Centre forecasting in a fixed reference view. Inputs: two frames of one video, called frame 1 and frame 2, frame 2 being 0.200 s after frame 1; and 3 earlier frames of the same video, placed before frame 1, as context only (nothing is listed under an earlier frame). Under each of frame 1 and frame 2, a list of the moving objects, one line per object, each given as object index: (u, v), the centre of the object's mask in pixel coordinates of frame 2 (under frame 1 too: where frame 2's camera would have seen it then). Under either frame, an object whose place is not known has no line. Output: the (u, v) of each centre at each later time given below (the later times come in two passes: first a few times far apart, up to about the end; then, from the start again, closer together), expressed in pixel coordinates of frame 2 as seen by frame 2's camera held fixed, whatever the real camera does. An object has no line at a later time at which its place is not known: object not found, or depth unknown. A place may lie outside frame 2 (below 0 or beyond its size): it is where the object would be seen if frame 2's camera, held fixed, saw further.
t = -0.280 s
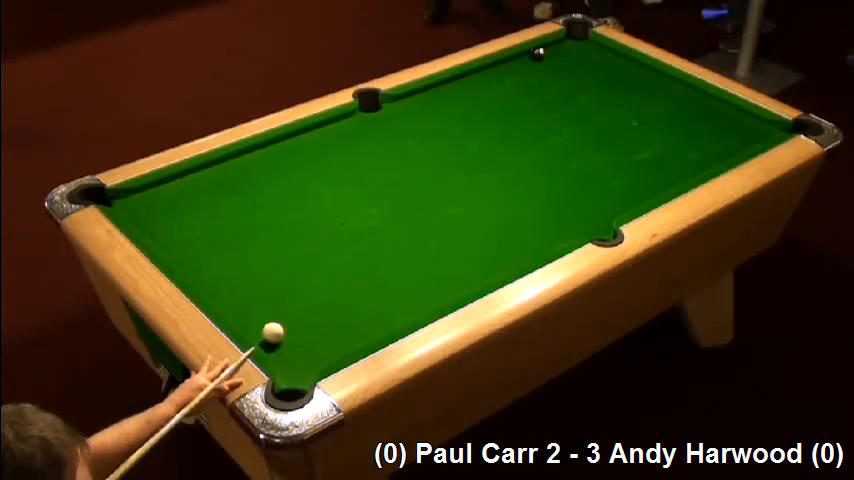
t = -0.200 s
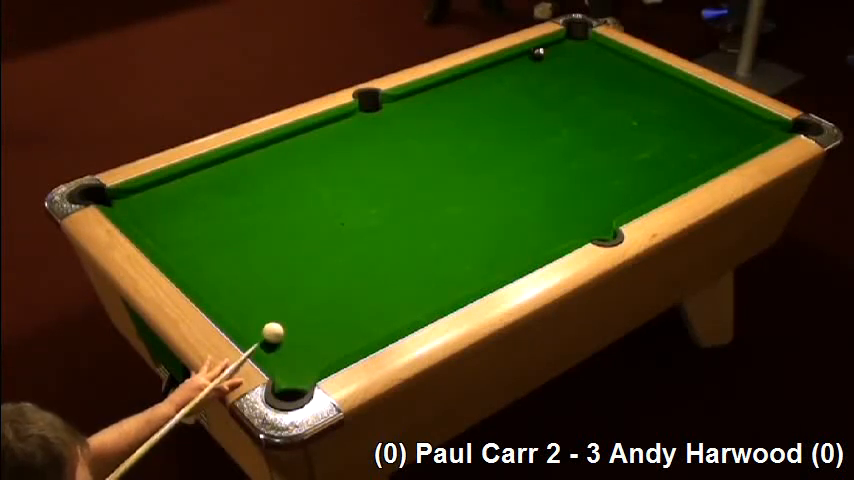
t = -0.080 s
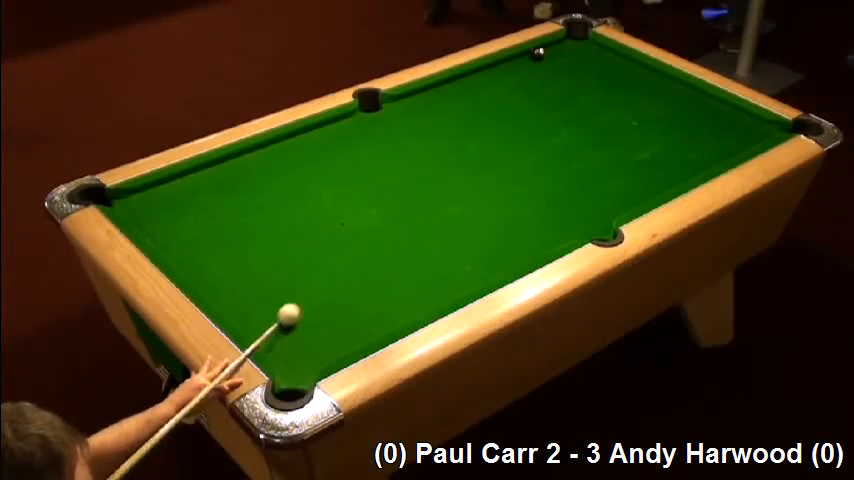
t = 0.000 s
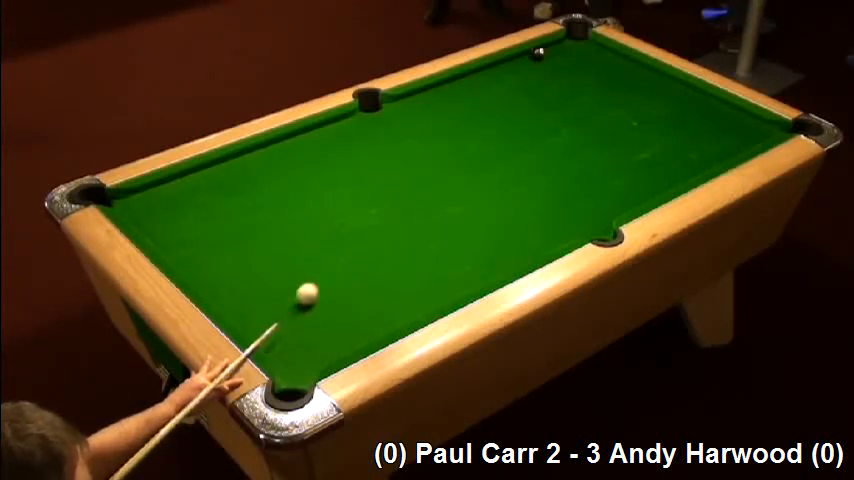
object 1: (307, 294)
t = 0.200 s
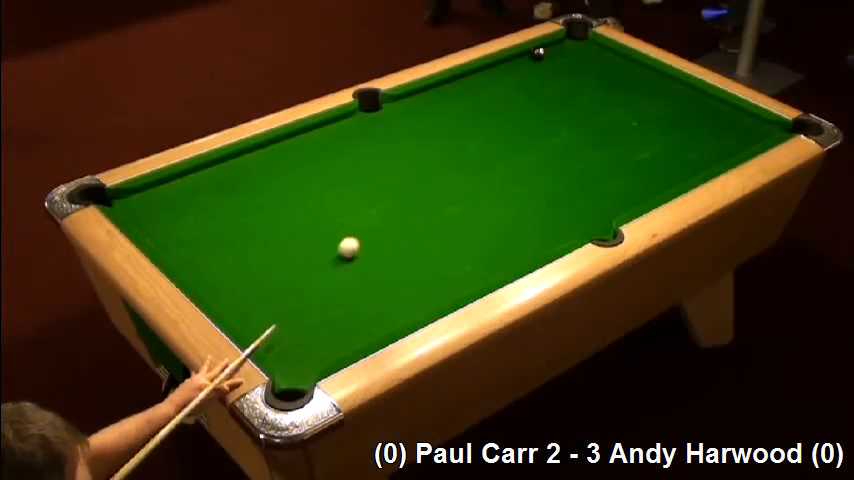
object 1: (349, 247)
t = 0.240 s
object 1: (356, 239)
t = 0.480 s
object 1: (397, 193)
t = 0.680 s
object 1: (426, 160)
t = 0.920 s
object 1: (456, 125)
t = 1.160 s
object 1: (482, 95)
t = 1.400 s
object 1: (505, 68)
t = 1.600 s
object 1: (529, 58)
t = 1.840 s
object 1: (550, 62)
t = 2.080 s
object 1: (568, 66)
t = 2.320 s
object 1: (585, 70)
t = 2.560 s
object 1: (601, 74)
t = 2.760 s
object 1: (613, 77)
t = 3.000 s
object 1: (626, 80)
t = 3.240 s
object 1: (638, 83)
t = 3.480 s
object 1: (647, 85)
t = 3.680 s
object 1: (654, 88)
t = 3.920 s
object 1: (662, 89)
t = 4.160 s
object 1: (667, 90)
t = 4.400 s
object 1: (671, 92)
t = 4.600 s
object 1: (674, 92)
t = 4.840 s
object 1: (675, 92)
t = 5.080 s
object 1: (675, 92)
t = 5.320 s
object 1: (674, 92)
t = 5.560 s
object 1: (674, 92)
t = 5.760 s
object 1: (674, 92)
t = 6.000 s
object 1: (674, 92)
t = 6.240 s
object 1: (674, 92)
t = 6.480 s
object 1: (674, 92)
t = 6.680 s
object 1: (674, 92)
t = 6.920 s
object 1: (674, 92)
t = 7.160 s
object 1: (674, 92)
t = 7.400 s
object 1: (674, 92)
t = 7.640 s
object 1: (674, 92)
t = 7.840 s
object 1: (674, 92)
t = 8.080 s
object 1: (674, 92)
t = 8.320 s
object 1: (674, 92)
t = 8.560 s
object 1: (674, 92)
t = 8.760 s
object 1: (674, 92)
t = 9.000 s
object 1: (674, 92)
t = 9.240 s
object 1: (674, 92)
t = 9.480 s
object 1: (674, 92)
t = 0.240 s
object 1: (356, 239)
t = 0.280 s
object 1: (363, 231)
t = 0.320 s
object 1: (370, 223)
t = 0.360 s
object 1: (377, 215)
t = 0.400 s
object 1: (384, 207)
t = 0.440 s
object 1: (391, 200)
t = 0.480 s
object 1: (397, 193)
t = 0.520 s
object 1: (403, 186)
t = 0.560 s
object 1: (409, 179)
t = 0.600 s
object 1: (415, 172)
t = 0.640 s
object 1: (421, 166)
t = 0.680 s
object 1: (426, 160)
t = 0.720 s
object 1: (432, 153)
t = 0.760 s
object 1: (437, 147)
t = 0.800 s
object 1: (442, 141)
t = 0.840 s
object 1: (447, 136)
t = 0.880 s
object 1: (451, 130)
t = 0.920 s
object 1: (456, 125)
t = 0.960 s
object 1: (461, 120)
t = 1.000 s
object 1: (465, 114)
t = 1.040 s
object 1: (470, 109)
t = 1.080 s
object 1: (474, 104)
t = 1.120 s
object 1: (478, 99)
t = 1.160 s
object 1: (482, 95)
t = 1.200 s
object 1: (486, 90)
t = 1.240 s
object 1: (490, 85)
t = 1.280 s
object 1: (494, 81)
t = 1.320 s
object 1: (498, 76)
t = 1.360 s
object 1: (501, 72)
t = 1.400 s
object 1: (505, 68)
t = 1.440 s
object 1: (508, 63)
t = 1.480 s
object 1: (512, 59)
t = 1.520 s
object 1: (518, 58)
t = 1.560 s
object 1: (525, 57)
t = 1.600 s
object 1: (529, 58)
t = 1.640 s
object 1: (533, 59)
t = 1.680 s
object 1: (536, 59)
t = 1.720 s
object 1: (539, 60)
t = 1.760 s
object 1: (543, 61)
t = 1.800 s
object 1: (546, 62)
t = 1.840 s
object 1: (550, 62)
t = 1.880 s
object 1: (552, 63)
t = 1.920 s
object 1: (556, 64)
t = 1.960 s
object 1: (559, 64)
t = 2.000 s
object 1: (562, 65)
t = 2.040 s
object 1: (565, 66)
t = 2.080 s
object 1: (568, 66)
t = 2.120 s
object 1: (571, 67)
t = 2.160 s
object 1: (574, 68)
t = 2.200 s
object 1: (577, 69)
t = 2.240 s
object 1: (580, 69)
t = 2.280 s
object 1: (583, 70)
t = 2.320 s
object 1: (585, 70)
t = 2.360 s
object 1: (588, 71)
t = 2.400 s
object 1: (591, 72)
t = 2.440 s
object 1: (594, 72)
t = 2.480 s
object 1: (596, 73)
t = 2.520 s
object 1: (599, 73)
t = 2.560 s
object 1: (601, 74)
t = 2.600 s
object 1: (604, 75)
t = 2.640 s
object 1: (606, 75)
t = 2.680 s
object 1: (609, 76)
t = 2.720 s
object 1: (611, 76)
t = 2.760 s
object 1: (613, 77)
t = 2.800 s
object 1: (615, 78)
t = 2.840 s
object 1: (618, 78)
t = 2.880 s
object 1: (620, 79)
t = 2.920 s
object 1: (622, 79)
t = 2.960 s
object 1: (624, 80)
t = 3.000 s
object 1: (626, 80)
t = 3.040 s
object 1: (628, 81)
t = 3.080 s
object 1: (630, 81)
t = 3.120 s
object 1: (632, 82)
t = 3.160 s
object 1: (634, 82)
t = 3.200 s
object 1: (636, 83)
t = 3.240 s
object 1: (638, 83)
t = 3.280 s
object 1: (639, 84)
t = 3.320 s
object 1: (641, 84)
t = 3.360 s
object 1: (642, 84)
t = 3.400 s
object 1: (644, 85)
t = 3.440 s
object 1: (646, 85)
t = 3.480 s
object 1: (647, 85)
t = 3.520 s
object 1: (649, 86)
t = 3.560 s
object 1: (650, 86)
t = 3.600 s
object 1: (652, 87)
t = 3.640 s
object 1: (653, 87)
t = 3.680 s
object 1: (654, 88)
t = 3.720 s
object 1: (656, 88)
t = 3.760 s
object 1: (657, 88)
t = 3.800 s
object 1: (658, 88)
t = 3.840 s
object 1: (659, 89)
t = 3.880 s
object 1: (661, 89)
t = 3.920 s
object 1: (662, 89)
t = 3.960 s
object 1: (663, 89)
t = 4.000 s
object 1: (664, 90)
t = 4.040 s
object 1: (665, 90)
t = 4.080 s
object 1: (666, 90)
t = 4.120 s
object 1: (666, 90)
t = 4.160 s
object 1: (667, 90)
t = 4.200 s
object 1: (668, 91)
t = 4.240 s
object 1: (669, 91)
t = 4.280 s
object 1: (670, 91)
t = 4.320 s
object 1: (670, 91)
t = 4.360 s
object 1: (671, 92)
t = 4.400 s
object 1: (671, 92)
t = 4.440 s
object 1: (672, 92)
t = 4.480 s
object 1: (673, 92)
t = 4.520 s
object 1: (673, 92)
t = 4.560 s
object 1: (674, 92)
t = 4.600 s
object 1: (674, 92)
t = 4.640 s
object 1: (674, 92)
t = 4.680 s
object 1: (675, 92)
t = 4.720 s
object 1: (675, 92)
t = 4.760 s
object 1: (675, 92)
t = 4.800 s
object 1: (675, 92)
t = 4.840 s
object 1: (675, 92)
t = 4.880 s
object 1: (675, 92)
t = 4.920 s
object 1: (675, 92)
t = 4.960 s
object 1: (675, 92)
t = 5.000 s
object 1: (675, 92)
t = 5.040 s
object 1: (675, 92)
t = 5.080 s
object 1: (675, 92)
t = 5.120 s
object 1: (675, 92)
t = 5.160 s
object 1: (675, 92)
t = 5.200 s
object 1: (675, 92)
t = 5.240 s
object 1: (674, 92)
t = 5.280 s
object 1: (674, 92)
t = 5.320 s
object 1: (674, 92)
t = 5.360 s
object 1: (674, 92)
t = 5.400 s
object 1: (674, 92)
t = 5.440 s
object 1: (674, 92)
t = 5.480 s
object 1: (674, 92)
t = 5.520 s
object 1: (674, 92)
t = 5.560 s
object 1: (674, 92)
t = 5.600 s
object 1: (674, 92)
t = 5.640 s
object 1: (674, 92)
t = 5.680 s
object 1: (674, 92)
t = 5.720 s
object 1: (674, 92)
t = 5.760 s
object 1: (674, 92)
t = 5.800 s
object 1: (674, 92)
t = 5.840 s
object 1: (674, 92)
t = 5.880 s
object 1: (674, 92)
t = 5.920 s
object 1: (674, 92)
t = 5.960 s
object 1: (674, 92)
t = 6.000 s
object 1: (674, 92)
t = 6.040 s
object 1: (674, 92)
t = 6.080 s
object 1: (674, 92)
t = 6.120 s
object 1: (674, 92)
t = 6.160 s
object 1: (674, 92)
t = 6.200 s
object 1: (674, 92)
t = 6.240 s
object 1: (674, 92)
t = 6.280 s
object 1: (674, 92)
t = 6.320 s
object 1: (674, 92)
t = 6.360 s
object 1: (674, 92)
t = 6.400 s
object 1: (674, 92)
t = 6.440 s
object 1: (674, 92)
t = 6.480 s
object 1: (674, 92)
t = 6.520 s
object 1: (674, 92)
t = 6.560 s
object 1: (674, 92)
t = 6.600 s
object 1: (674, 92)
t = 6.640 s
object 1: (674, 92)
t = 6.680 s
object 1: (674, 92)
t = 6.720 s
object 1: (674, 92)
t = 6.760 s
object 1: (674, 92)
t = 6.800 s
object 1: (674, 92)
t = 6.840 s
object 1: (674, 92)
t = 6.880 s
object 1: (674, 92)
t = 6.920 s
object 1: (674, 92)
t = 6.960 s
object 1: (674, 92)
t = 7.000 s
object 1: (674, 92)
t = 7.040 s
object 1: (674, 92)
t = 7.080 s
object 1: (674, 92)
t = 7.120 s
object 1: (674, 92)
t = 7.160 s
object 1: (674, 92)
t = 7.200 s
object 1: (674, 92)
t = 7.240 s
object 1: (674, 92)
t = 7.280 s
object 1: (674, 92)
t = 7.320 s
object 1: (674, 92)
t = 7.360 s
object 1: (674, 92)
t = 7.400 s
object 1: (674, 92)
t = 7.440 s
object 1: (674, 92)
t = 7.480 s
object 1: (674, 92)
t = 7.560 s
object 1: (674, 92)
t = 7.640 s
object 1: (674, 92)
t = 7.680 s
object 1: (674, 92)
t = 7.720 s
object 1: (674, 92)
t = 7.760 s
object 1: (674, 92)
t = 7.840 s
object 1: (674, 92)
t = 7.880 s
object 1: (674, 92)
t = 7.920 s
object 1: (674, 92)
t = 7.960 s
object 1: (674, 92)
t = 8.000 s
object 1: (674, 92)
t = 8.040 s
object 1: (674, 92)
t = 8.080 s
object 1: (674, 92)
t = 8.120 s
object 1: (674, 92)
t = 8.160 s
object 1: (674, 92)
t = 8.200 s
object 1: (674, 92)
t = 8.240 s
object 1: (674, 92)
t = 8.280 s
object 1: (674, 92)
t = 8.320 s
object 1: (674, 92)
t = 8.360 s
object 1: (674, 92)
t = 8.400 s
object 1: (674, 92)
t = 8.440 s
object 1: (674, 92)
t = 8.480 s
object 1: (674, 92)
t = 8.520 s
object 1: (674, 92)
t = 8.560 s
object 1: (674, 92)
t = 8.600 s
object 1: (674, 92)
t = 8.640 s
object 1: (674, 92)
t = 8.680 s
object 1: (674, 92)
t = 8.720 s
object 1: (674, 92)
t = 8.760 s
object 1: (674, 92)
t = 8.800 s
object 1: (674, 92)
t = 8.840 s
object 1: (674, 92)
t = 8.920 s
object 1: (674, 92)
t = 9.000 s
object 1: (674, 92)
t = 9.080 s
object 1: (674, 92)
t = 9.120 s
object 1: (674, 92)
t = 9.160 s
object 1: (674, 92)
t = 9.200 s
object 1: (674, 92)
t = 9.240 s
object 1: (674, 92)
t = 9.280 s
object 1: (674, 92)
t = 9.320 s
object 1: (674, 92)
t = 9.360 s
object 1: (674, 92)
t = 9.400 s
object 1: (674, 92)
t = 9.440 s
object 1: (674, 92)
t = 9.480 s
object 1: (674, 92)
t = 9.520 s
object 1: (674, 92)
